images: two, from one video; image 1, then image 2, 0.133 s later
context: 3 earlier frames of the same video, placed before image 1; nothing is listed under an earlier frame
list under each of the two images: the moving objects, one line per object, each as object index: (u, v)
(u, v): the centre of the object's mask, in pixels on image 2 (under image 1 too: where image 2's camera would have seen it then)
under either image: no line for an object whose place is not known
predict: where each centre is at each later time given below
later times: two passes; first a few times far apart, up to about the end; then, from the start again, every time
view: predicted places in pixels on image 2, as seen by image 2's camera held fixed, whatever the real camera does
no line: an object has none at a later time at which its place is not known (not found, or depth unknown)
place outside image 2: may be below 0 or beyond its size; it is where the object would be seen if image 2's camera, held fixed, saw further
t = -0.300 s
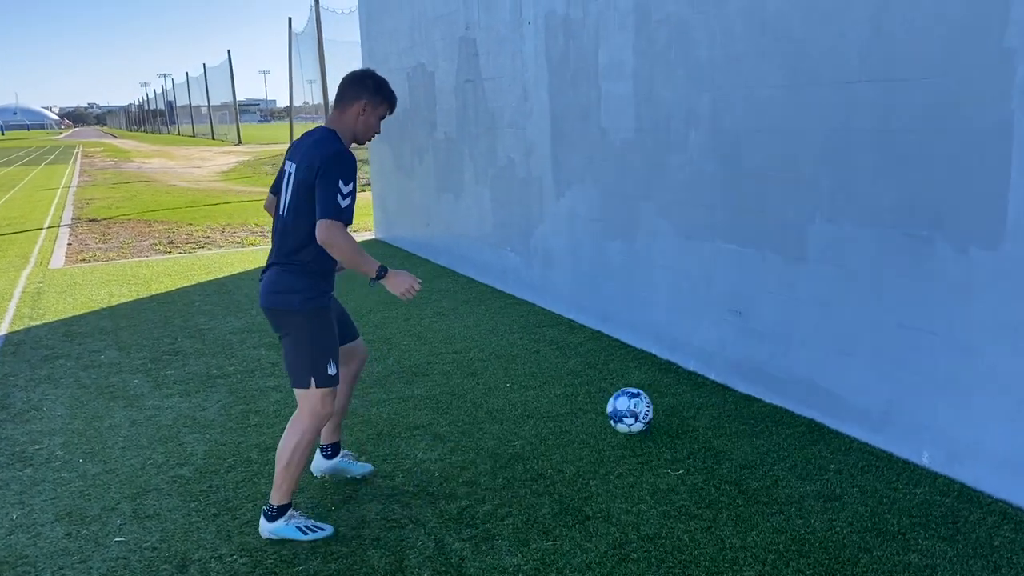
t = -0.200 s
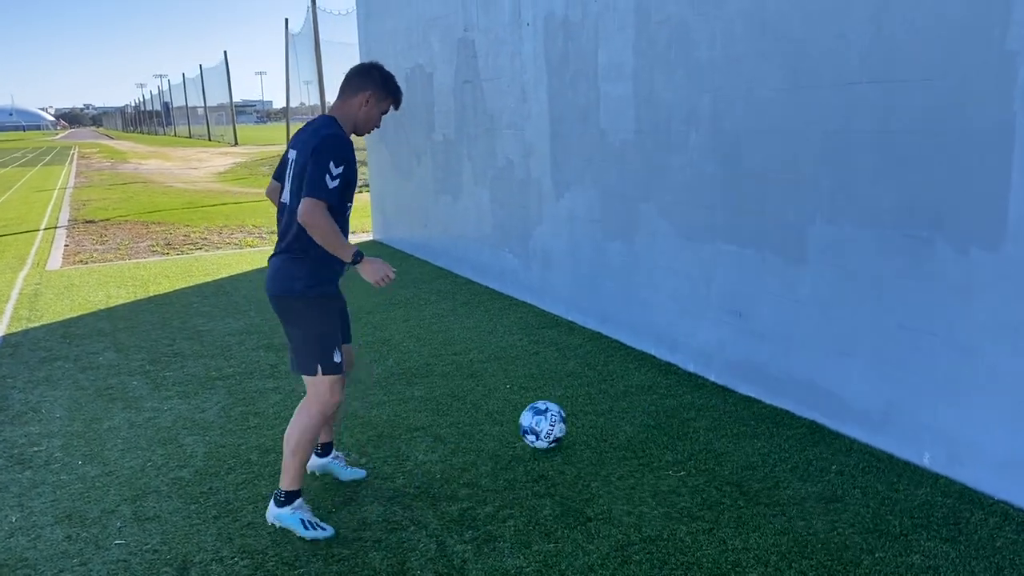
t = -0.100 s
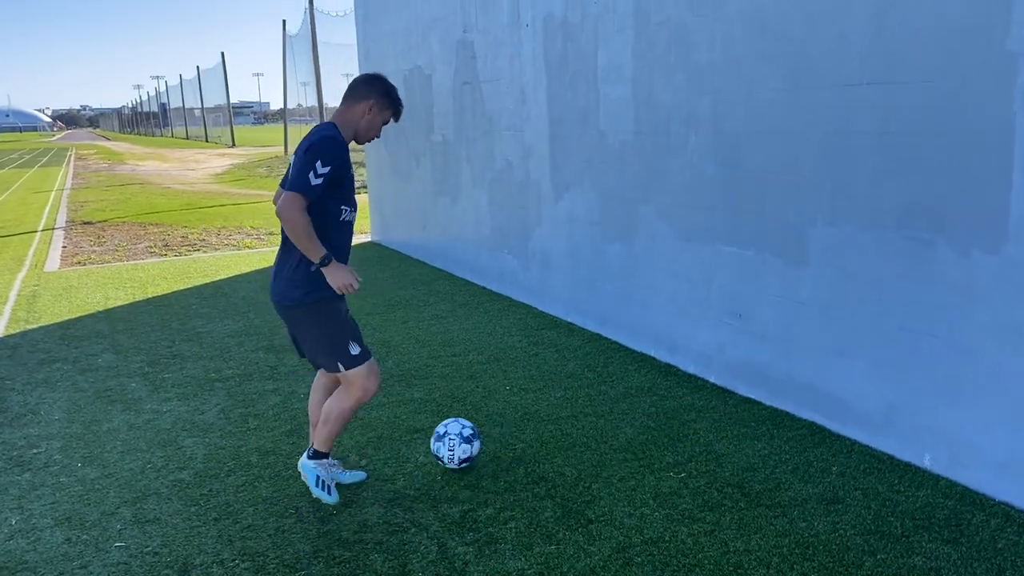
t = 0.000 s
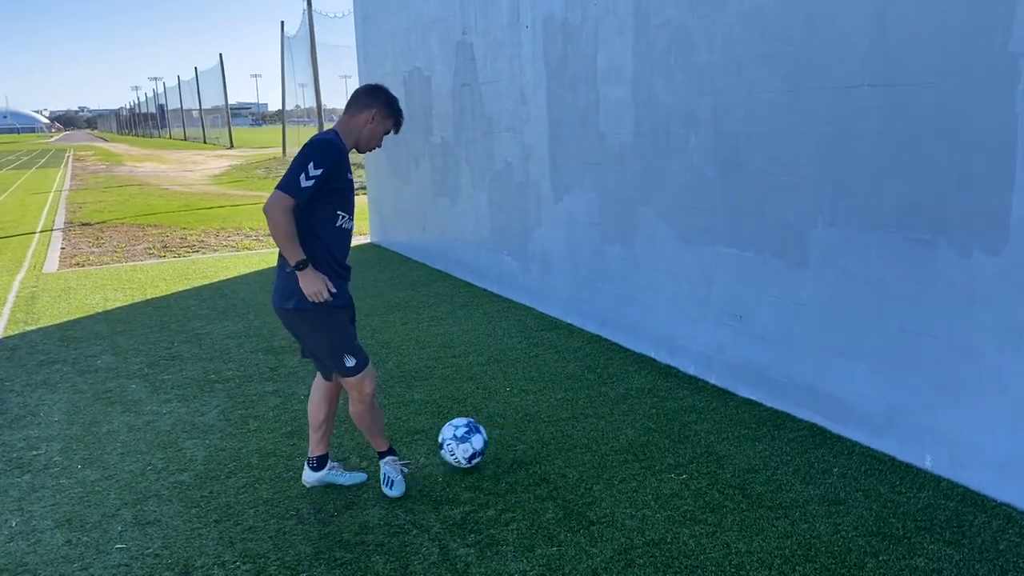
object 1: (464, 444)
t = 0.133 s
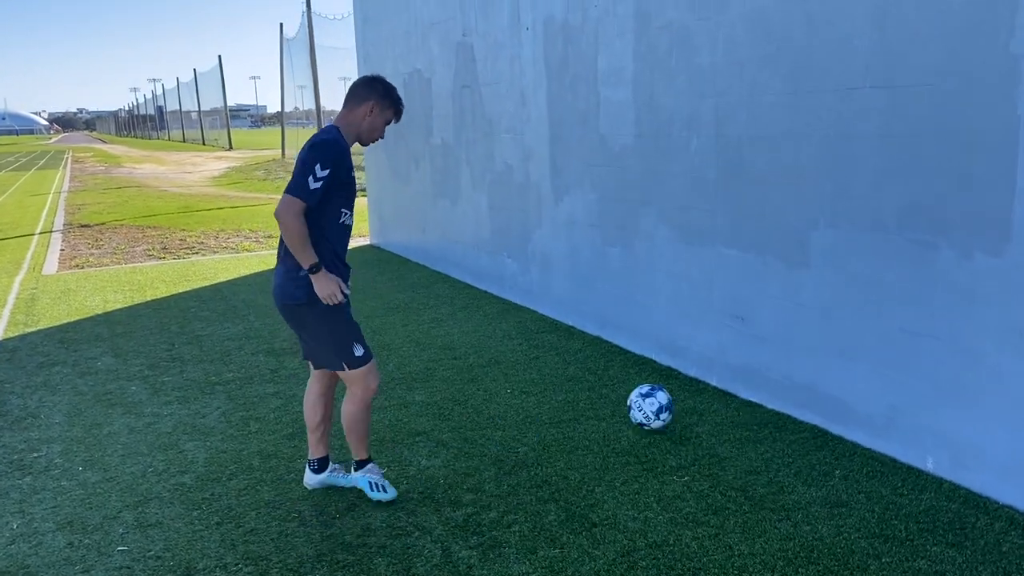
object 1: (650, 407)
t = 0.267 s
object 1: (724, 391)
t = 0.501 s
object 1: (512, 437)
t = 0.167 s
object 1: (692, 404)
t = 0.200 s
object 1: (730, 395)
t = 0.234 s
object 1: (753, 388)
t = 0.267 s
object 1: (724, 391)
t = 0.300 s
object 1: (694, 397)
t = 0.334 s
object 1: (663, 406)
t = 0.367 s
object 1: (632, 416)
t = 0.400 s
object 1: (602, 422)
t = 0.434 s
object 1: (573, 425)
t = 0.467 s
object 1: (543, 430)
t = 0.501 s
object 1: (512, 437)
